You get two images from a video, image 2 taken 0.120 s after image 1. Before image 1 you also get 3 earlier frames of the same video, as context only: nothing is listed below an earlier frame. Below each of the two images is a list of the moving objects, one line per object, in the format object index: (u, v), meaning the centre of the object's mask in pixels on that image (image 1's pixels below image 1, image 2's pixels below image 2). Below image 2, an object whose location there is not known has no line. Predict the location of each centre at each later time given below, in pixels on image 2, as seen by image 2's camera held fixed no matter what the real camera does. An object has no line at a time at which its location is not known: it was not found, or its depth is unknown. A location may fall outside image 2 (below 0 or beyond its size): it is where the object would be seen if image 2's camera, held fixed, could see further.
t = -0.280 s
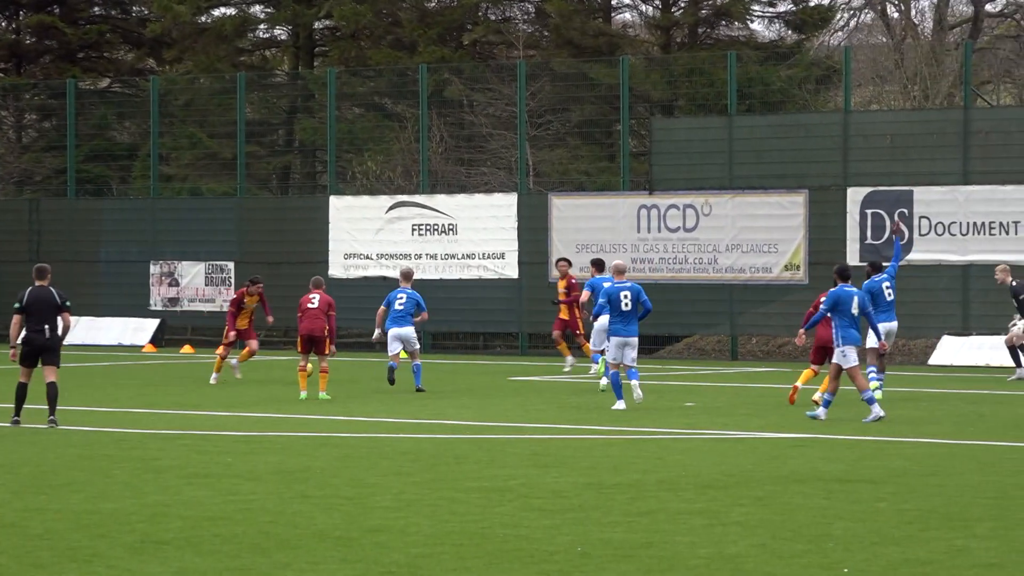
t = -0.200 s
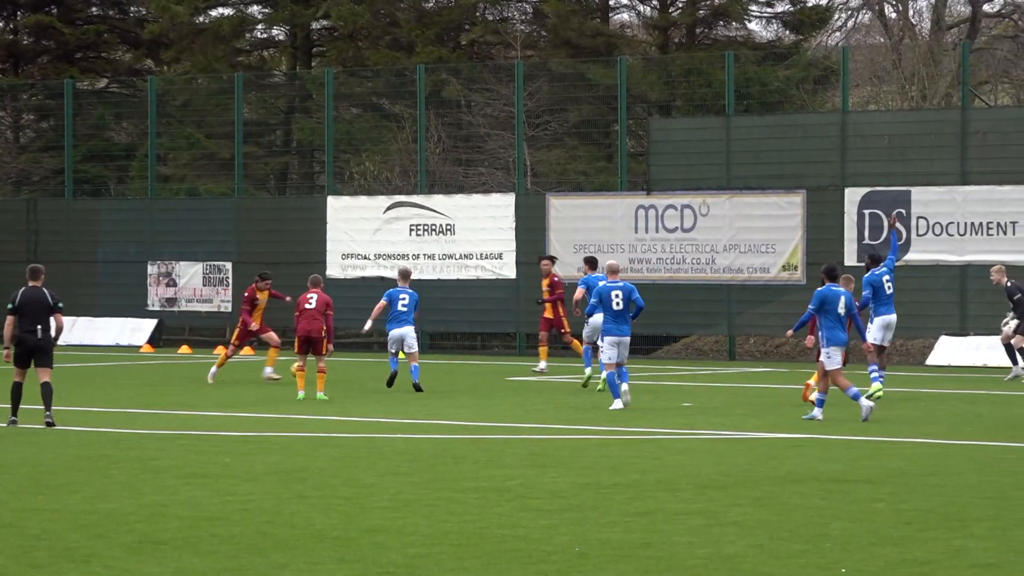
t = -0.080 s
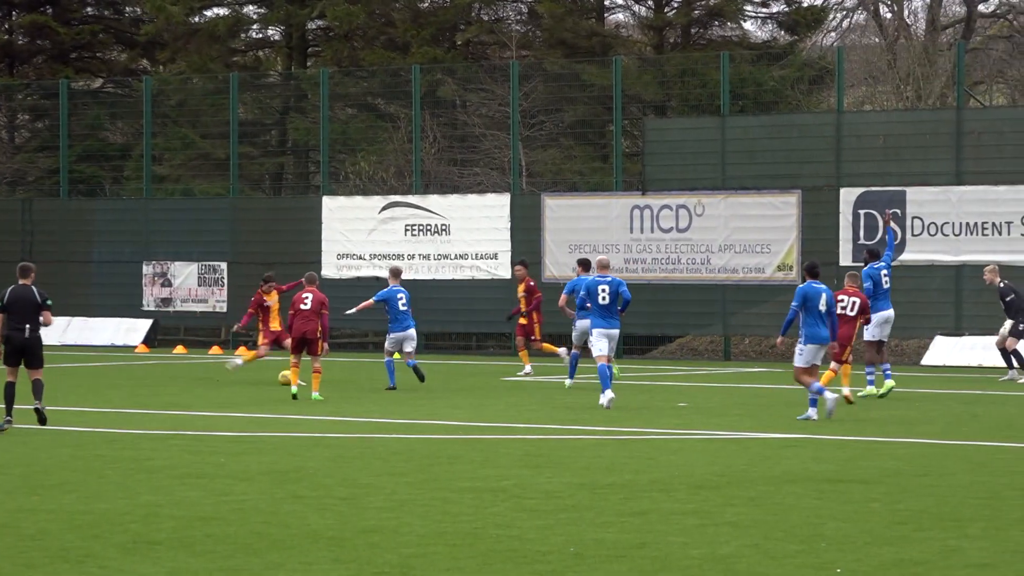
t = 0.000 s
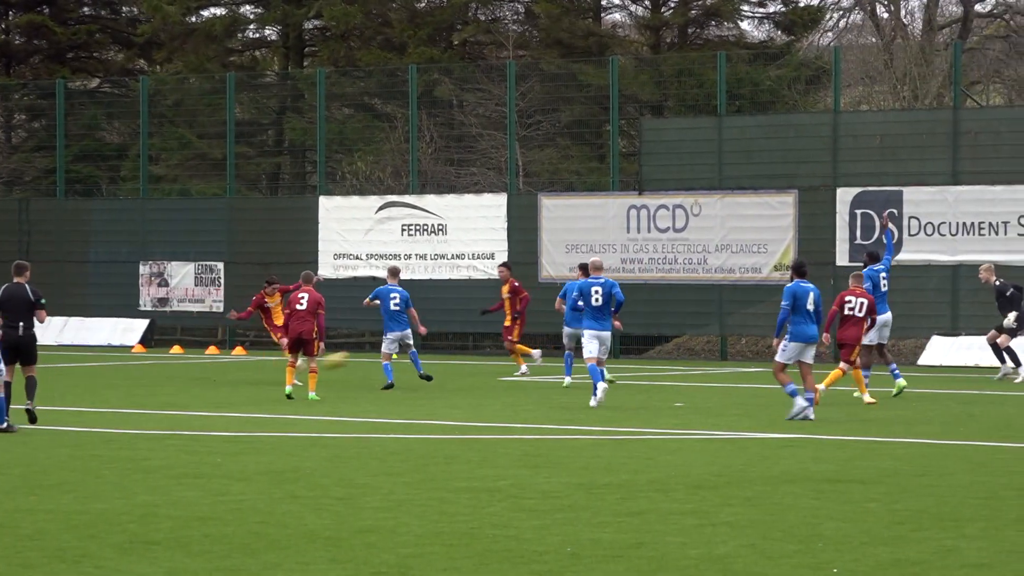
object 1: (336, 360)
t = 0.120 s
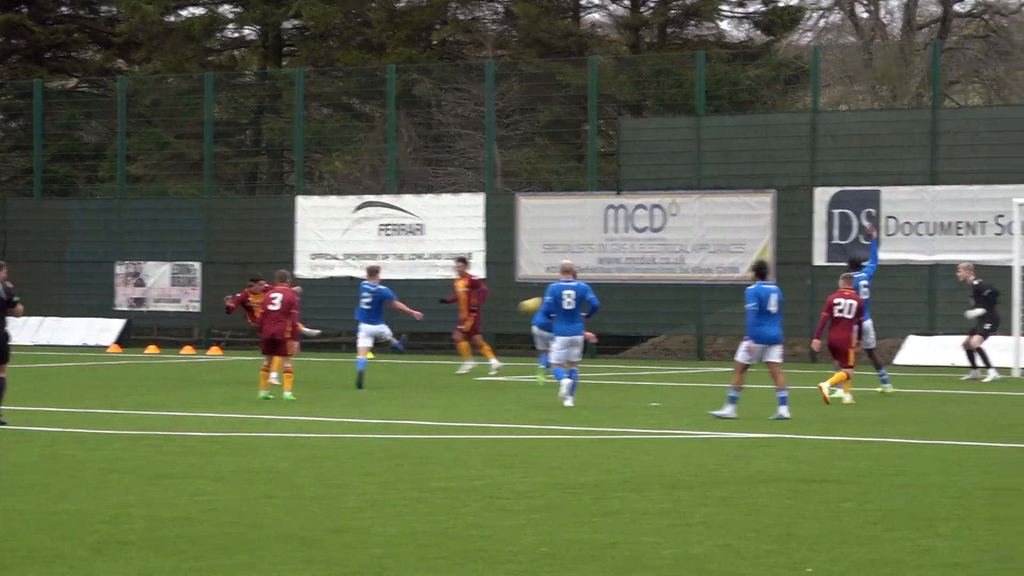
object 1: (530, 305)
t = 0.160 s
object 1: (600, 287)
